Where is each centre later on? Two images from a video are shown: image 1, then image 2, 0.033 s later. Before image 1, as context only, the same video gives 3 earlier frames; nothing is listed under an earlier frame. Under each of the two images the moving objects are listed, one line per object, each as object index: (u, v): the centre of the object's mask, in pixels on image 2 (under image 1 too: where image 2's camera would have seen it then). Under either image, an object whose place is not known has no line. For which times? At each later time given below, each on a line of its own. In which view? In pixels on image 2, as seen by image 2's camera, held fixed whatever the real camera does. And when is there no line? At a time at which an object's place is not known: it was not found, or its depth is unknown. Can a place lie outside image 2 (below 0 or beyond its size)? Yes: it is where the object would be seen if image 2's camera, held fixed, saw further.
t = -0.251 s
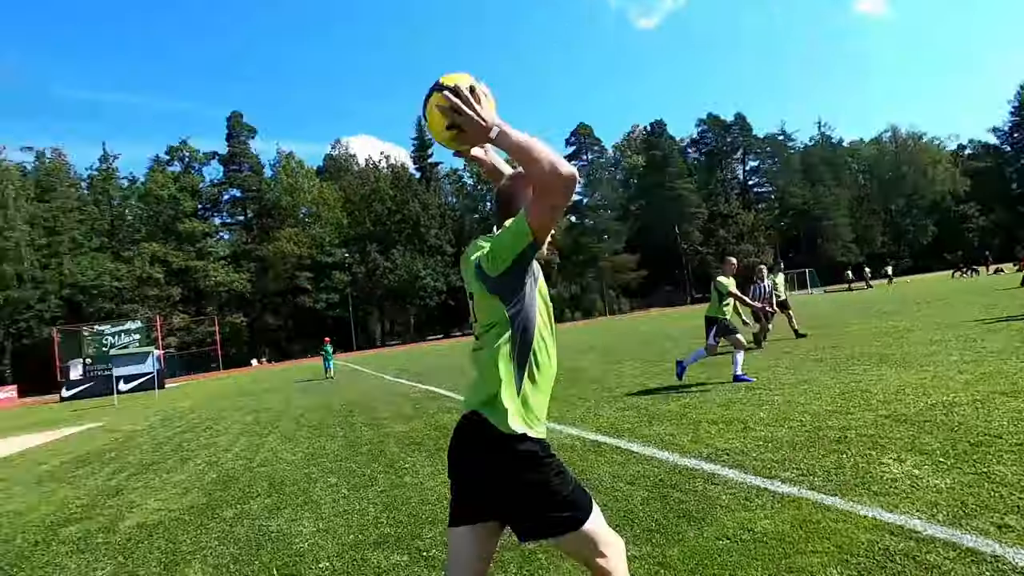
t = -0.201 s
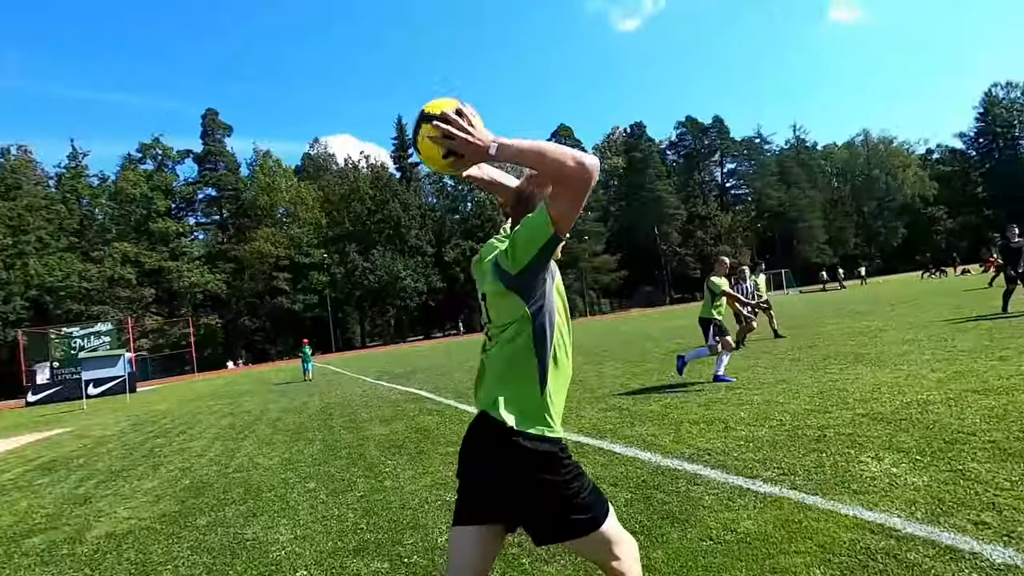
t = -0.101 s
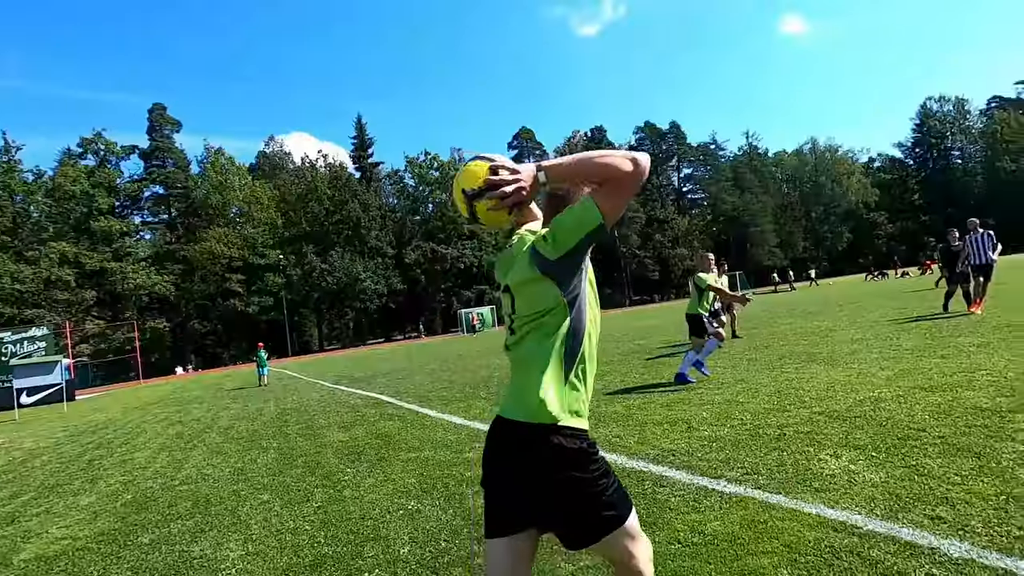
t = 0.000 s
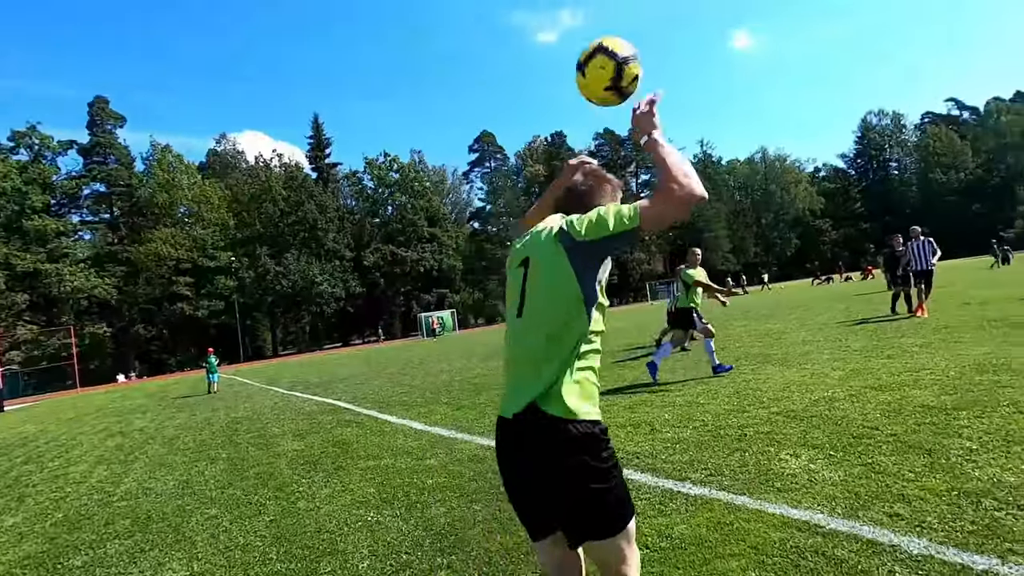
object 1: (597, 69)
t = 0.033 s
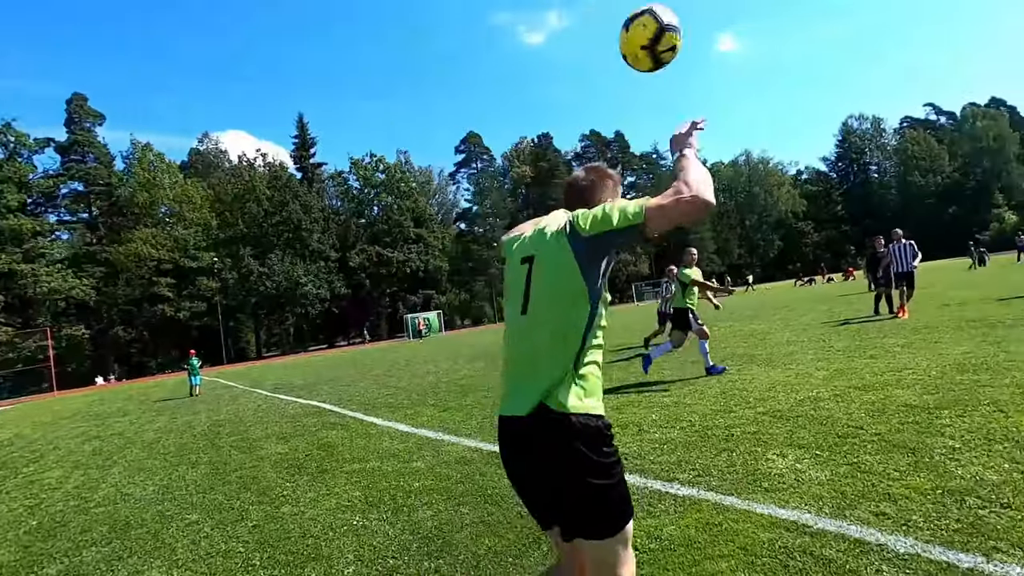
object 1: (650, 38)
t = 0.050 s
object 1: (674, 27)
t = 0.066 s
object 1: (697, 21)
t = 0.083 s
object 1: (719, 15)
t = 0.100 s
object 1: (739, 11)
